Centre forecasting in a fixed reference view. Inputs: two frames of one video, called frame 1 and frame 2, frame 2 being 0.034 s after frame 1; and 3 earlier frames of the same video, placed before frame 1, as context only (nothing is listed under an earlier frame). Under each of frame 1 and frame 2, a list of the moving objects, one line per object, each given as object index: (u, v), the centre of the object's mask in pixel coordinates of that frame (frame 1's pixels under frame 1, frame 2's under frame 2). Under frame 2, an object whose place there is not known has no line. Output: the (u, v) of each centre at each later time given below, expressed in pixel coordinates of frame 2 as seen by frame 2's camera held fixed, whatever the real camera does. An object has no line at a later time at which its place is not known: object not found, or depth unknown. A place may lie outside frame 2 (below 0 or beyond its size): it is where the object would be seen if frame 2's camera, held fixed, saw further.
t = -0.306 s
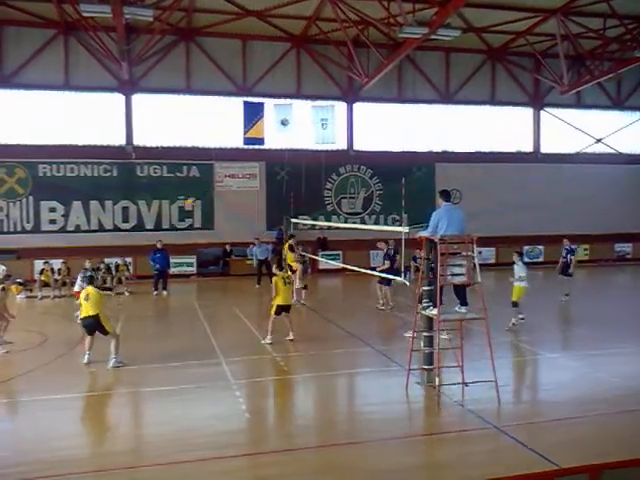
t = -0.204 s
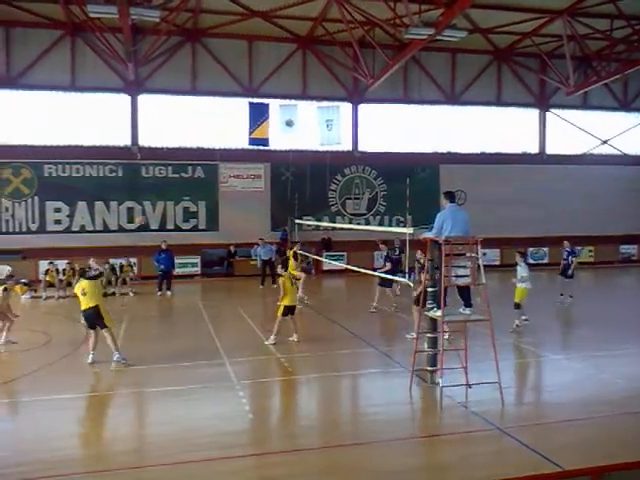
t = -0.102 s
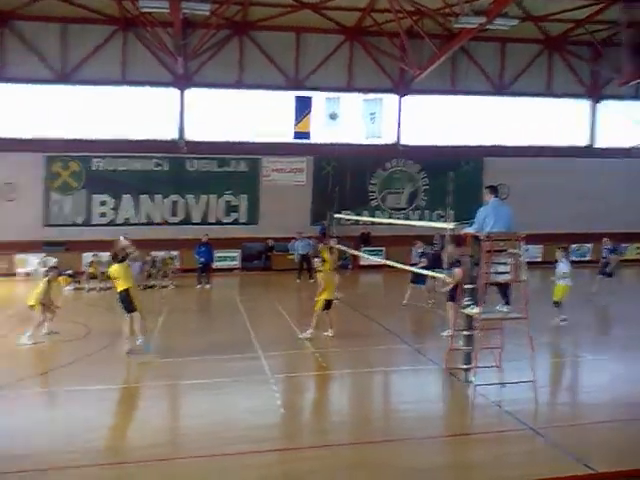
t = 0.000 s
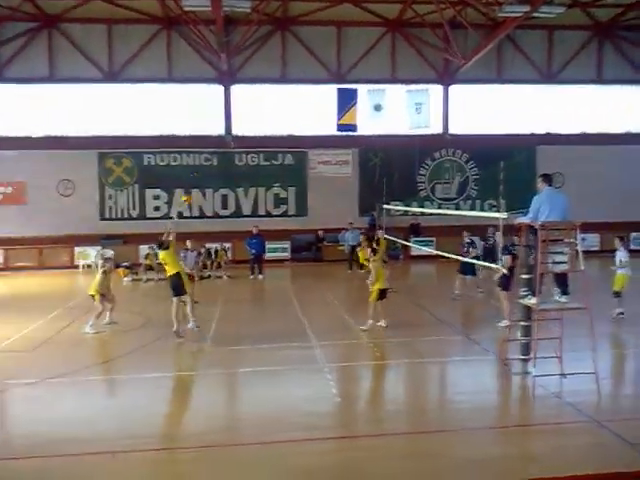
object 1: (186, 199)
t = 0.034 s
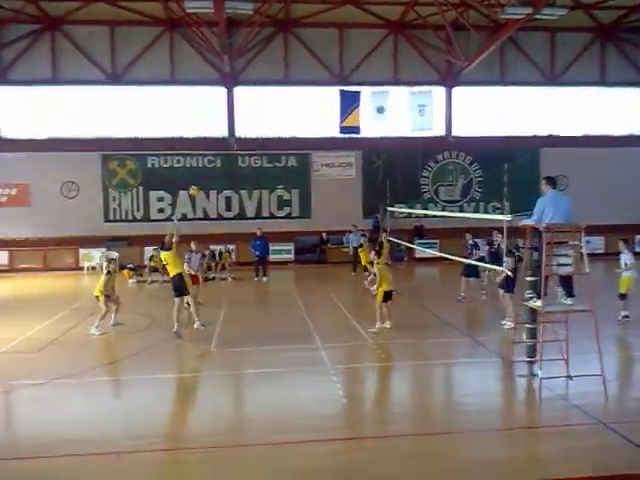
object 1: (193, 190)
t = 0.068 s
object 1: (198, 180)
